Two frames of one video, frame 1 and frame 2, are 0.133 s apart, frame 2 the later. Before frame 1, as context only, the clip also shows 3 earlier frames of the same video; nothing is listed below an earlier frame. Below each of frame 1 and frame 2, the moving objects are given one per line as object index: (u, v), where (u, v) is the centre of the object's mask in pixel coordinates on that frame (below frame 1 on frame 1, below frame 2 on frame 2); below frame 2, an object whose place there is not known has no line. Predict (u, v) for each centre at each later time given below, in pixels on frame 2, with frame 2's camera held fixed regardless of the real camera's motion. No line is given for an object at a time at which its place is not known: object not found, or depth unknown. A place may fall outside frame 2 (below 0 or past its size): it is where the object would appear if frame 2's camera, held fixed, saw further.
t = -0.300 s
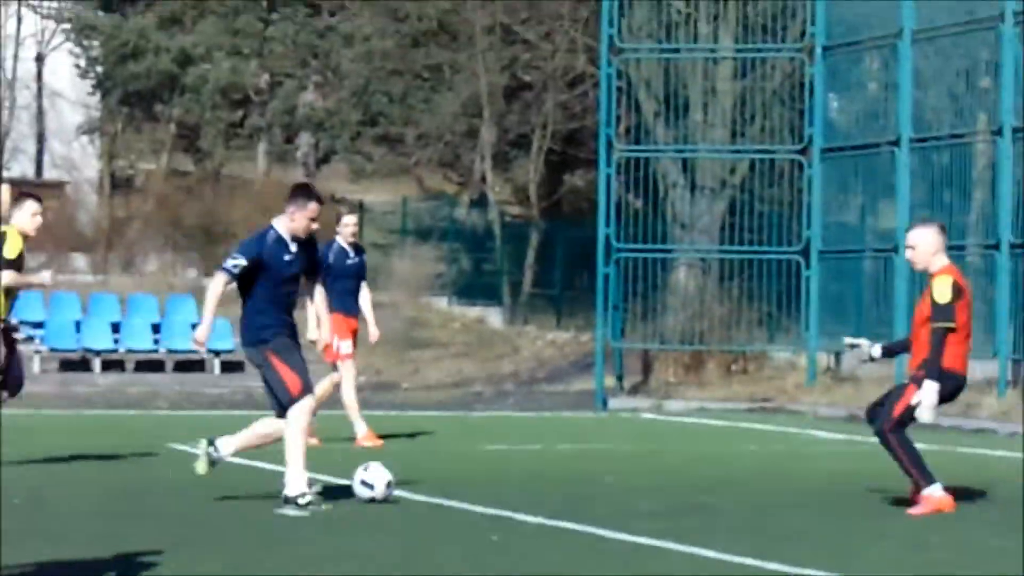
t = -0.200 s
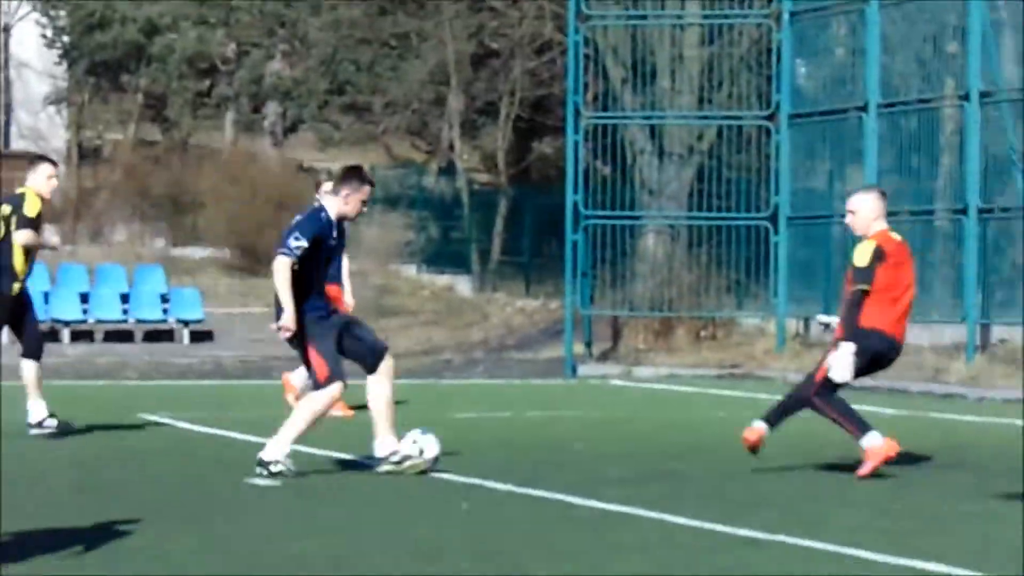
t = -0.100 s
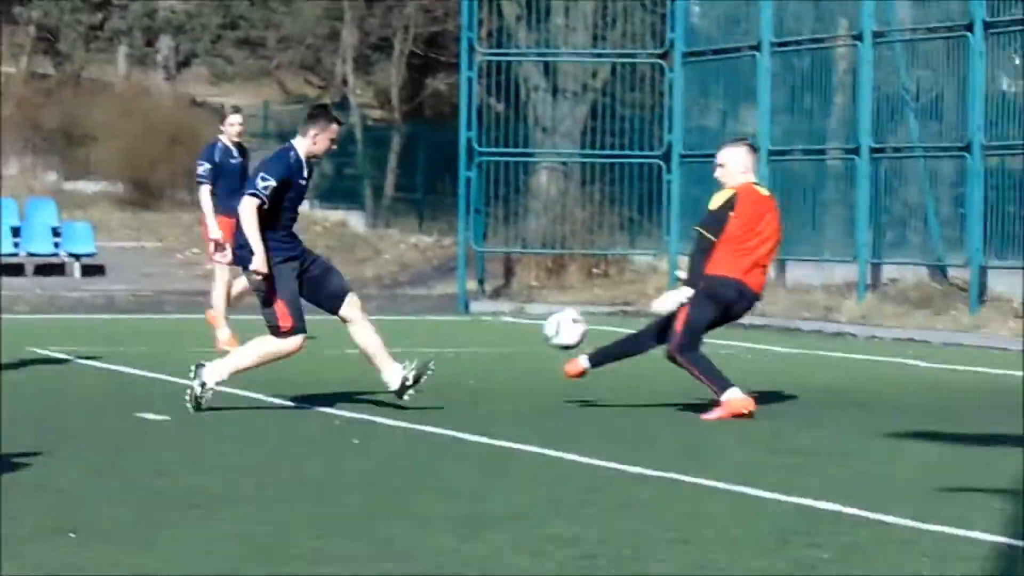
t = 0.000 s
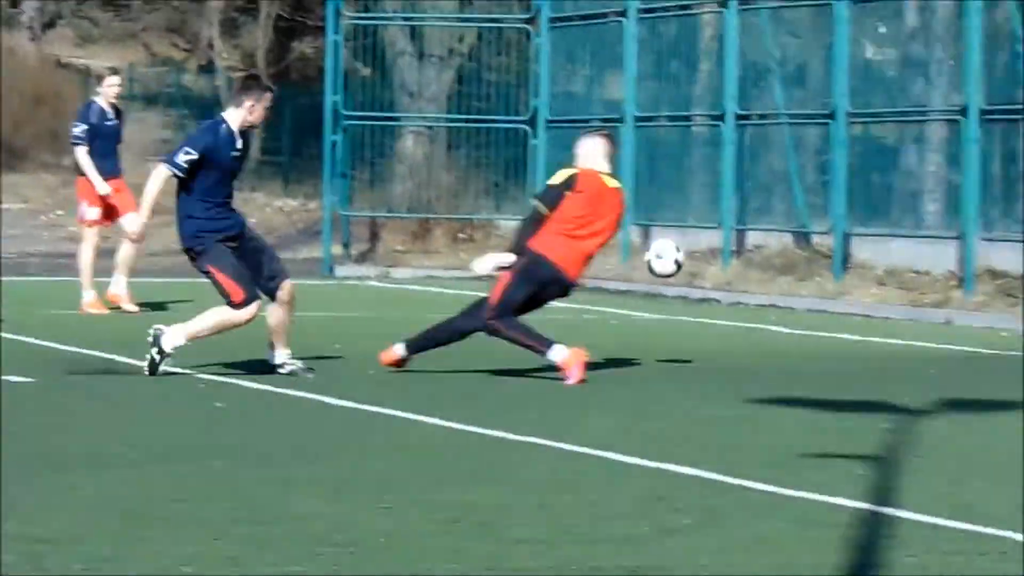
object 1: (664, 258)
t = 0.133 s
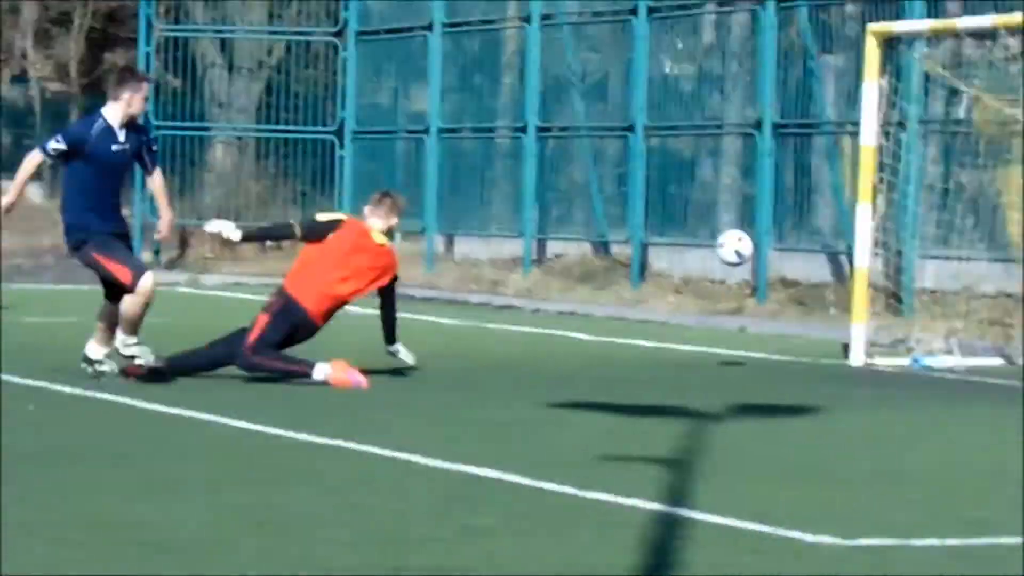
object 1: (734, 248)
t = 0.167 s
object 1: (795, 247)
